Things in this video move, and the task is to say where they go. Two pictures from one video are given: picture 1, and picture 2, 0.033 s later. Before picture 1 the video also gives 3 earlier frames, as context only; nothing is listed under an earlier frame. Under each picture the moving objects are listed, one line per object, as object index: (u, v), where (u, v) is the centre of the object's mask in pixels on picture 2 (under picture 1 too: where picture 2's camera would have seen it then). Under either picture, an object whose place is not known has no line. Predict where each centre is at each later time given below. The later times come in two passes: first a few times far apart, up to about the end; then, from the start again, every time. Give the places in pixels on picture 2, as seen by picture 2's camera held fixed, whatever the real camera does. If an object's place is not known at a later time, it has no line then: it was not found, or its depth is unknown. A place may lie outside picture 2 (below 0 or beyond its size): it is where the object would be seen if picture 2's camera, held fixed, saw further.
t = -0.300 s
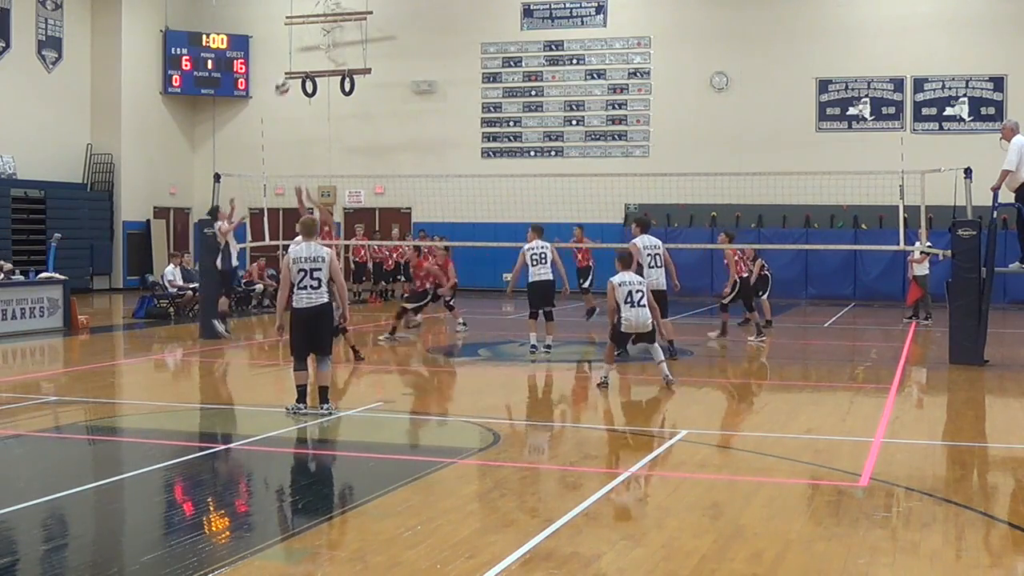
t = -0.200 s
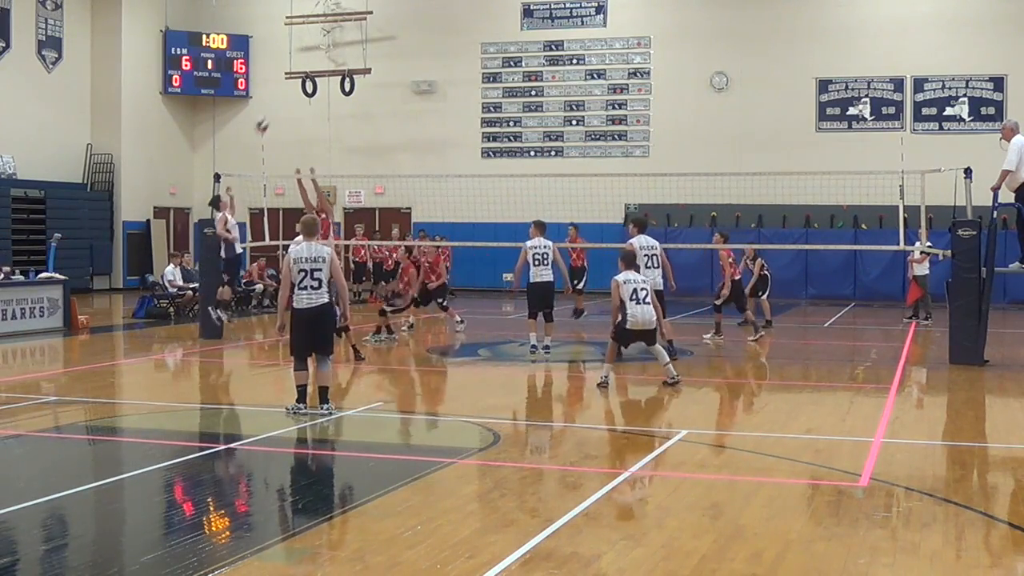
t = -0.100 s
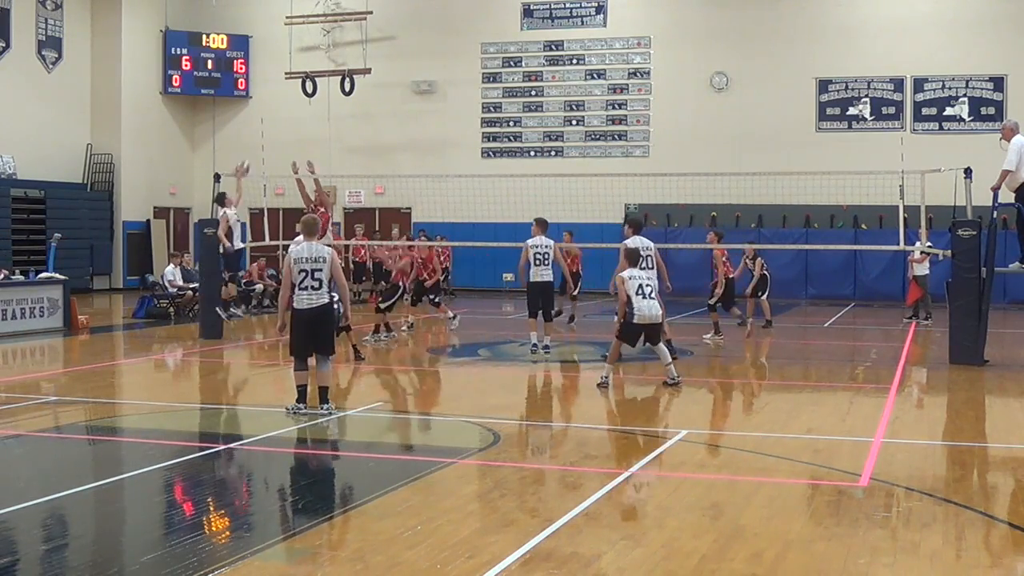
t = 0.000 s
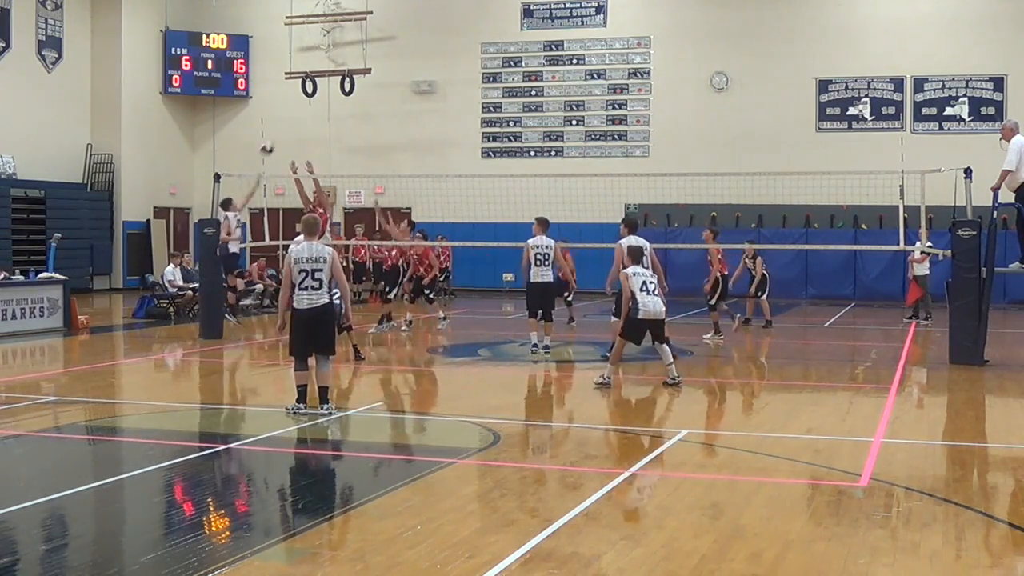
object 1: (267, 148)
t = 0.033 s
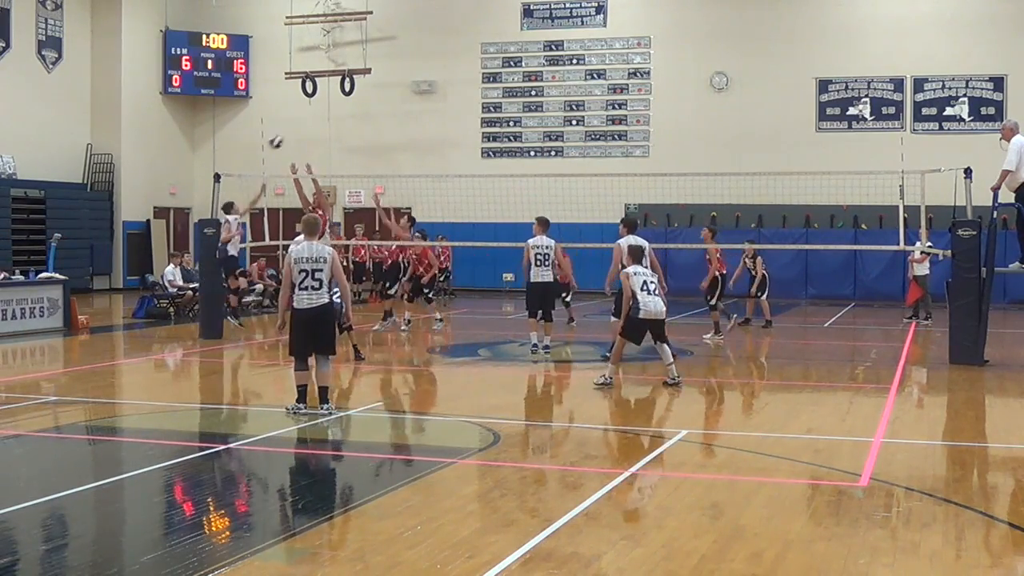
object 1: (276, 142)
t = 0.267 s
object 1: (339, 115)
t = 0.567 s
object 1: (417, 134)
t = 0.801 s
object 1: (474, 193)
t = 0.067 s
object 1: (284, 136)
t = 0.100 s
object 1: (293, 130)
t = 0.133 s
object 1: (303, 126)
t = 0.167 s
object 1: (312, 122)
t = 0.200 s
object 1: (320, 118)
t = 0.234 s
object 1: (330, 116)
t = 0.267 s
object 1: (339, 115)
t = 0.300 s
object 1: (347, 114)
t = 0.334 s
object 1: (356, 114)
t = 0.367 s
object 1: (364, 115)
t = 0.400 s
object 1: (374, 117)
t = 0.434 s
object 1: (382, 118)
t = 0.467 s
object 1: (390, 121)
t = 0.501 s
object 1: (399, 125)
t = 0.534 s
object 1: (408, 129)
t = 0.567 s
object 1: (417, 134)
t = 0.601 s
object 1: (426, 141)
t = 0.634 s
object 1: (433, 148)
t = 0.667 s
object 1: (441, 155)
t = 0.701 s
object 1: (450, 163)
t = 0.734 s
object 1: (458, 172)
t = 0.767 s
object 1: (466, 183)
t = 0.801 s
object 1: (474, 193)
